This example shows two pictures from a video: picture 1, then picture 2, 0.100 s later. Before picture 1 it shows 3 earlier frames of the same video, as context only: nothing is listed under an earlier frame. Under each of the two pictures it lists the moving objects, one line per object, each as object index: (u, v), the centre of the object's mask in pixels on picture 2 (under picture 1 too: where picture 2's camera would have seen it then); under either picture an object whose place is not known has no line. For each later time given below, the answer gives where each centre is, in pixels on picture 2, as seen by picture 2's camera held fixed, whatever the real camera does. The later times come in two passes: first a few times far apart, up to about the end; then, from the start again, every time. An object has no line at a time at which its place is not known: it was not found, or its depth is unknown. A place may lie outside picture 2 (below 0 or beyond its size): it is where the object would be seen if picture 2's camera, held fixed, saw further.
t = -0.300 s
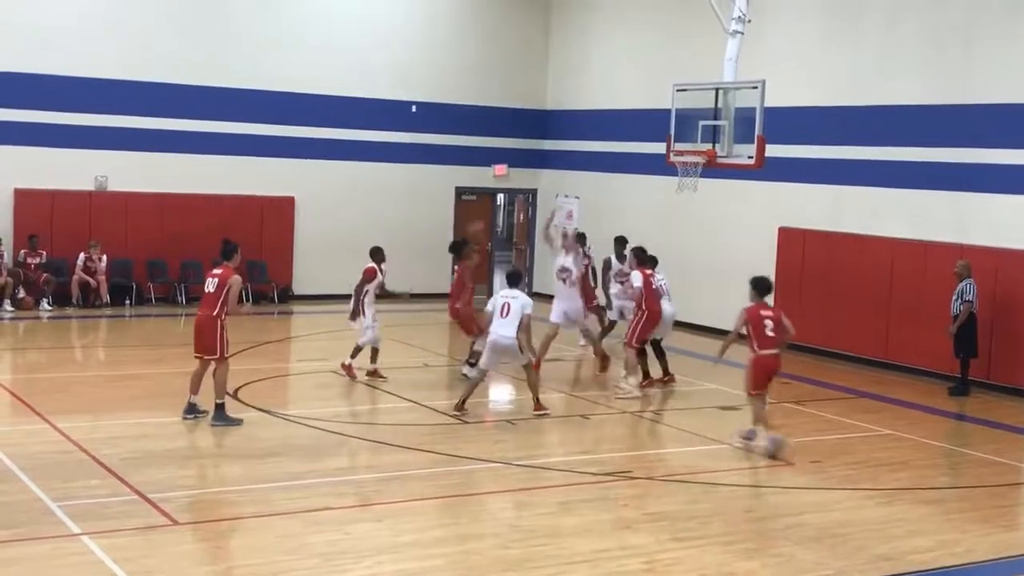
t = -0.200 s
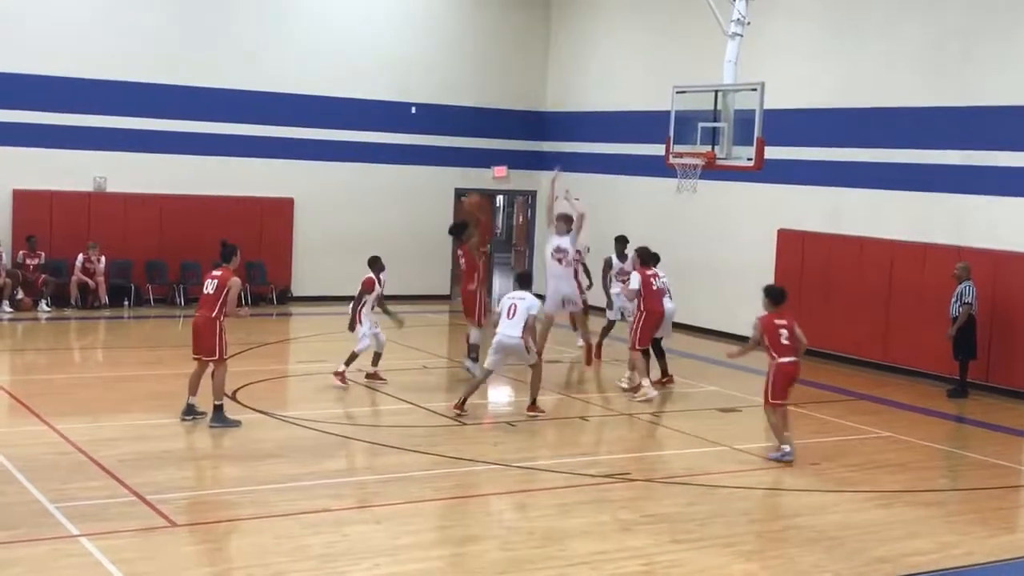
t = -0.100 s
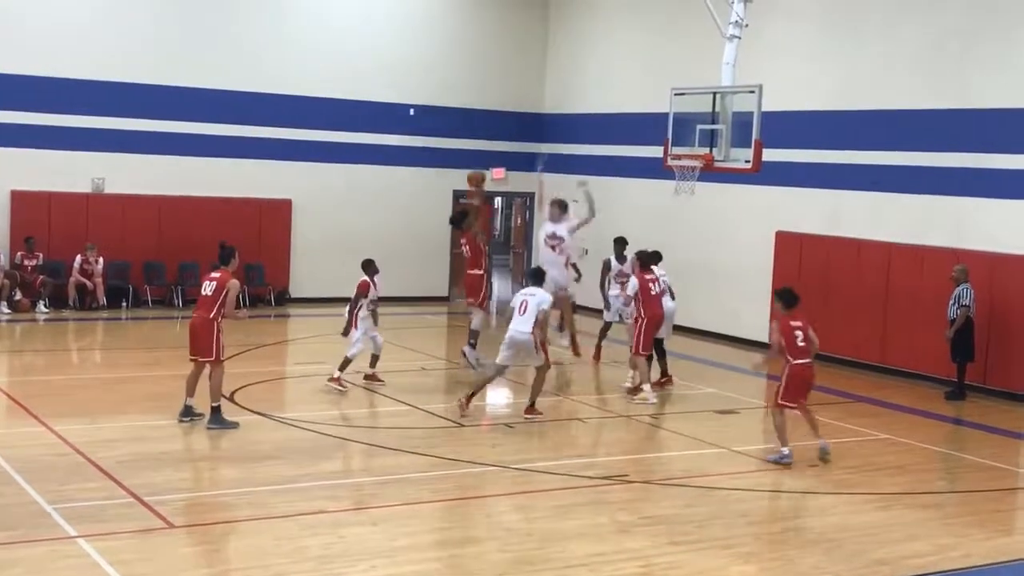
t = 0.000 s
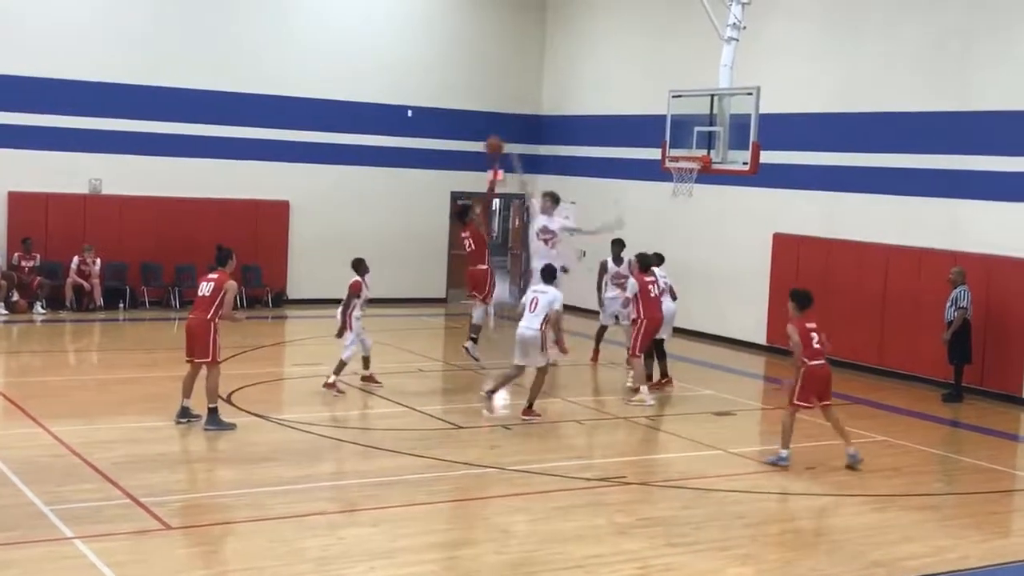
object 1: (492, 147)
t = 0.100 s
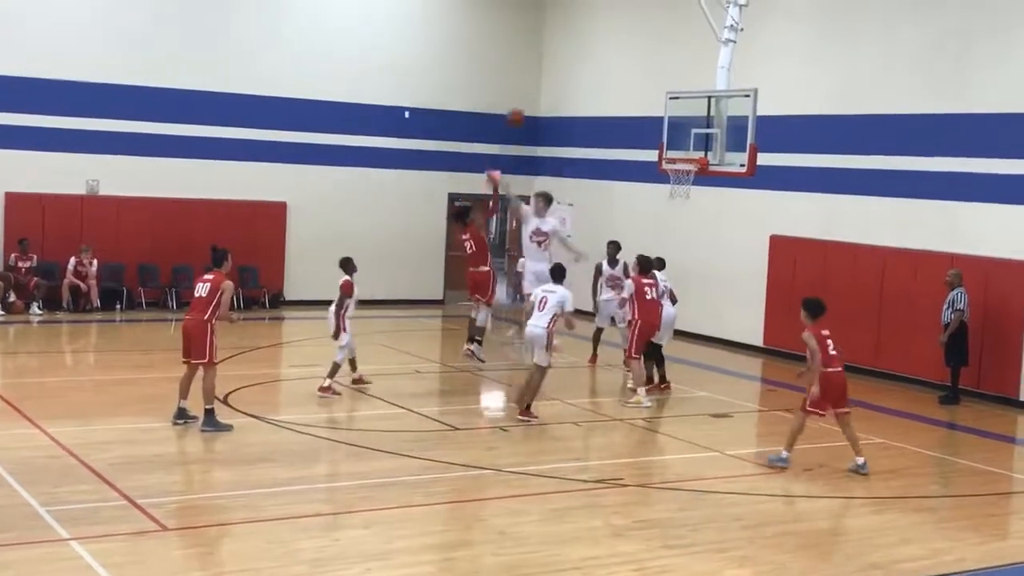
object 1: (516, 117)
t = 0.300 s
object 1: (561, 80)
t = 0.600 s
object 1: (624, 81)
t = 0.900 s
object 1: (678, 148)
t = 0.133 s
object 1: (522, 109)
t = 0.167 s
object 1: (530, 101)
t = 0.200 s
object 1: (538, 95)
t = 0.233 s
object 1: (546, 89)
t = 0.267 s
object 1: (553, 84)
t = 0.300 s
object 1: (561, 80)
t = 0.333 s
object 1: (568, 77)
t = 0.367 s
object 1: (575, 74)
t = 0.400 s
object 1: (583, 72)
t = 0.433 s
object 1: (589, 72)
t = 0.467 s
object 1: (597, 72)
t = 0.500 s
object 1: (603, 73)
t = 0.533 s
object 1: (610, 75)
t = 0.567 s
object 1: (617, 78)
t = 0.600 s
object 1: (624, 81)
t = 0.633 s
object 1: (630, 85)
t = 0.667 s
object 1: (637, 91)
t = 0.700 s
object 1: (643, 97)
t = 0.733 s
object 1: (649, 103)
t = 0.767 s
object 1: (656, 110)
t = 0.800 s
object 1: (663, 118)
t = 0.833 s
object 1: (668, 128)
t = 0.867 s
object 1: (674, 136)
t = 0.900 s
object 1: (678, 148)
